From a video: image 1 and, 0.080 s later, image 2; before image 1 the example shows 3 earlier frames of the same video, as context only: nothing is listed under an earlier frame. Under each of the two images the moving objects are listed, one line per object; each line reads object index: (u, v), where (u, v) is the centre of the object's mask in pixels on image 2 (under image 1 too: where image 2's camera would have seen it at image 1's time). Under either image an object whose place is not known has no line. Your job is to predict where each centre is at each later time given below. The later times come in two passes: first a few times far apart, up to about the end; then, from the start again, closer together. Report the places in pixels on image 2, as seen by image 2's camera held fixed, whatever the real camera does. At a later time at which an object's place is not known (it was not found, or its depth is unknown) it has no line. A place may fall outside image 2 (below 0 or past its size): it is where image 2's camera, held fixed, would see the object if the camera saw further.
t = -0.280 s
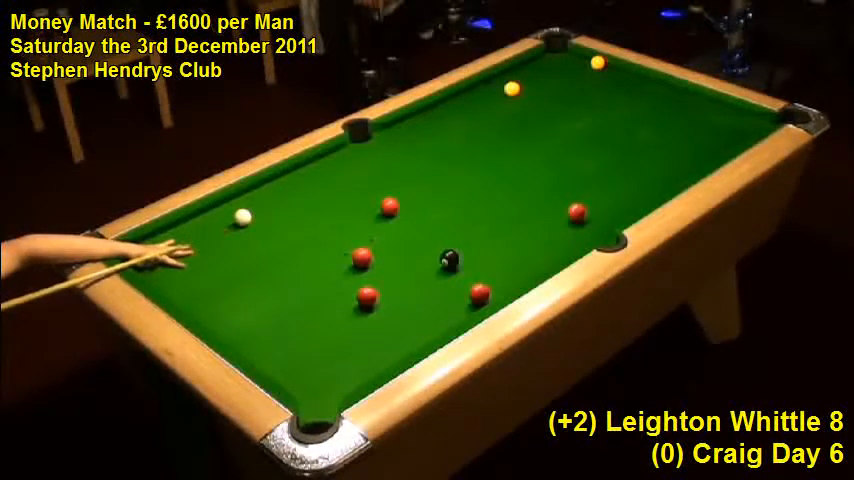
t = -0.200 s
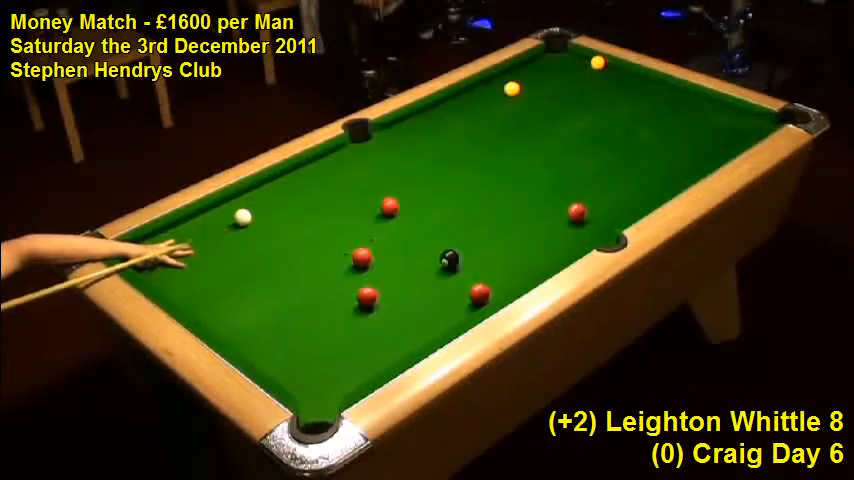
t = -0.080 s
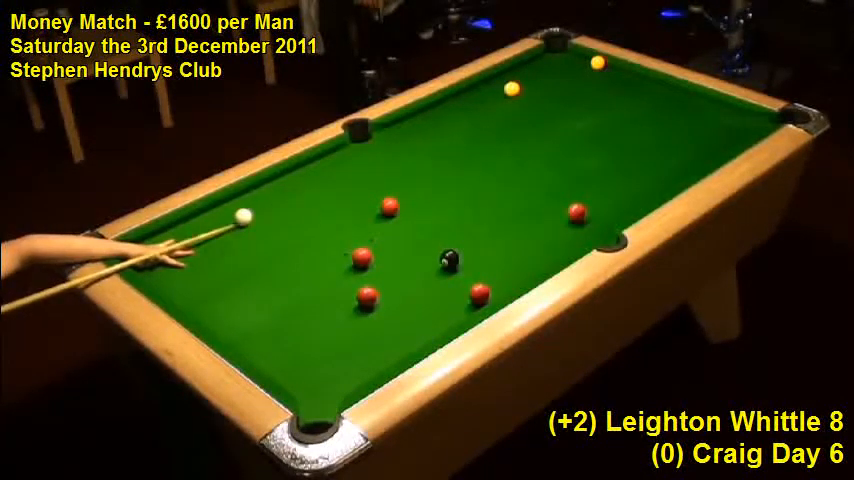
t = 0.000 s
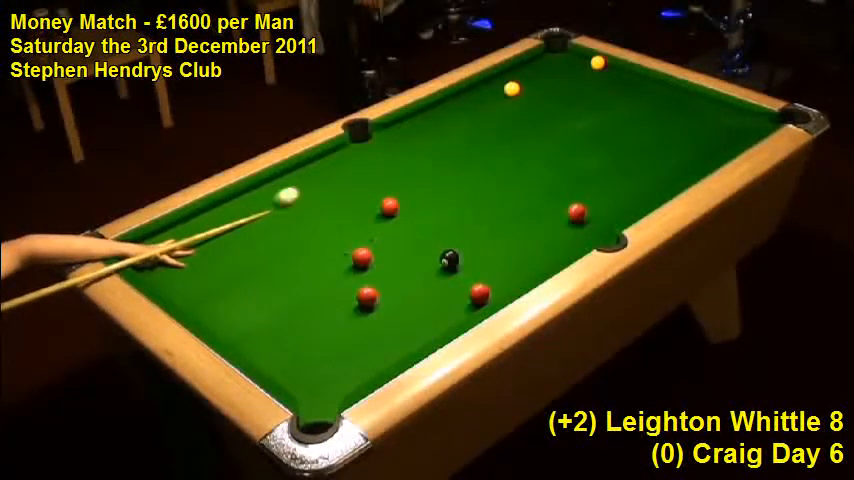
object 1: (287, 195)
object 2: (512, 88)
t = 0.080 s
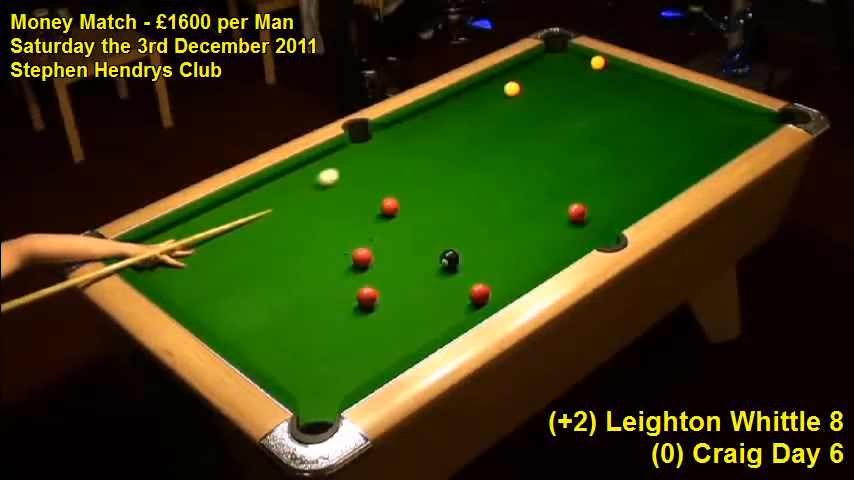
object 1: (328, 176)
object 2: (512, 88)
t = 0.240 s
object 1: (389, 148)
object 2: (512, 88)
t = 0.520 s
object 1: (453, 119)
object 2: (512, 88)
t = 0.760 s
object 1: (496, 98)
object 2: (512, 88)
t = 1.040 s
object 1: (522, 95)
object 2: (526, 76)
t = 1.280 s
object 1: (540, 94)
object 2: (539, 65)
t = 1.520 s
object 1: (556, 94)
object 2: (550, 55)
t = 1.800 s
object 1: (571, 93)
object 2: (560, 46)
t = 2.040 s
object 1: (584, 93)
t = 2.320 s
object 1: (596, 93)
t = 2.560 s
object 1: (604, 92)
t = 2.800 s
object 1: (611, 91)
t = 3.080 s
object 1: (616, 91)
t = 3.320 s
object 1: (620, 90)
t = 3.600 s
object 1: (622, 90)
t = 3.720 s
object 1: (624, 90)
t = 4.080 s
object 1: (624, 90)
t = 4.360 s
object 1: (624, 90)
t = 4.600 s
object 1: (624, 90)
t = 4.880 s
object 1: (624, 90)
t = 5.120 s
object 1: (624, 90)
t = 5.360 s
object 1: (624, 90)
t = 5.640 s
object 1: (624, 90)
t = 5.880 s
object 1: (624, 90)
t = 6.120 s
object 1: (624, 90)
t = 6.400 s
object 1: (623, 90)
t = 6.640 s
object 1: (624, 90)
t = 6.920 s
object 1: (623, 90)
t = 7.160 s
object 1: (623, 90)
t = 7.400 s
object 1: (623, 90)
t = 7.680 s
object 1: (623, 90)
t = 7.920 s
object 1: (623, 90)
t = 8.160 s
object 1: (623, 90)
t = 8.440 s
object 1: (623, 90)
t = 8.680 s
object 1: (623, 90)
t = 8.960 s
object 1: (624, 90)
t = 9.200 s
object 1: (624, 90)
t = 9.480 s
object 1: (624, 90)
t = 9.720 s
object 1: (624, 90)
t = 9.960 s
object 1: (624, 90)
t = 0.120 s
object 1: (345, 168)
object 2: (512, 88)
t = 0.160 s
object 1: (362, 161)
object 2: (512, 88)
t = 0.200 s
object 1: (376, 155)
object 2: (512, 88)
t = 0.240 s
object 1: (389, 148)
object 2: (512, 88)
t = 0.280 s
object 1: (401, 143)
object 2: (512, 88)
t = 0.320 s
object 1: (412, 138)
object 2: (512, 88)
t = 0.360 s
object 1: (421, 133)
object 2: (512, 88)
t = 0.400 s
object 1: (430, 130)
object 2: (512, 88)
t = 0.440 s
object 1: (438, 126)
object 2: (512, 88)
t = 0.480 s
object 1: (446, 122)
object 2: (512, 88)
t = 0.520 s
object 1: (453, 119)
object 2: (512, 88)
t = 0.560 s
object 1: (461, 115)
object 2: (512, 88)
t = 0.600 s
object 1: (468, 111)
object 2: (512, 88)
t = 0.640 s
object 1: (475, 108)
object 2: (512, 88)
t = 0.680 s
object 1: (483, 105)
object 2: (512, 88)
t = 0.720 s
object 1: (490, 102)
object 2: (512, 88)
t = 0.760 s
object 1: (496, 98)
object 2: (512, 88)
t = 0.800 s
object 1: (503, 95)
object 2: (513, 87)
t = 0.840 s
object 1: (507, 95)
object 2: (515, 85)
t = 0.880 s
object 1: (510, 95)
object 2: (518, 83)
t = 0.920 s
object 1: (513, 95)
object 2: (520, 81)
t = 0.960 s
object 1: (516, 95)
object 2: (522, 80)
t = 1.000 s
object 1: (519, 95)
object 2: (524, 78)
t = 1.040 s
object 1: (522, 95)
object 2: (526, 76)
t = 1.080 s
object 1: (525, 94)
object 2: (528, 74)
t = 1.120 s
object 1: (528, 94)
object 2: (530, 72)
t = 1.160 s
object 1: (531, 94)
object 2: (533, 70)
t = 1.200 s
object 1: (534, 95)
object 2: (535, 69)
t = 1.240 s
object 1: (537, 94)
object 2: (536, 67)
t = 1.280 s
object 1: (540, 94)
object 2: (539, 65)
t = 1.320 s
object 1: (542, 94)
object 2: (540, 63)
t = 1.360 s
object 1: (545, 94)
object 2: (543, 62)
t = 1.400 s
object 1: (548, 94)
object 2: (544, 60)
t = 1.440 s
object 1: (550, 94)
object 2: (546, 59)
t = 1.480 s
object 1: (553, 94)
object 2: (548, 57)
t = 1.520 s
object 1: (556, 94)
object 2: (550, 55)
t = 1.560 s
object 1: (558, 94)
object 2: (552, 54)
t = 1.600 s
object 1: (560, 94)
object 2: (553, 52)
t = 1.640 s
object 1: (562, 93)
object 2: (555, 51)
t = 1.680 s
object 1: (565, 93)
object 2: (557, 49)
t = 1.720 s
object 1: (567, 93)
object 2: (558, 48)
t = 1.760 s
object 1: (569, 93)
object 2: (560, 46)
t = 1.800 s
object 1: (571, 93)
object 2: (560, 46)
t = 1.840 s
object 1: (574, 93)
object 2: (558, 46)
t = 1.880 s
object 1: (575, 93)
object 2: (556, 49)
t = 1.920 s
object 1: (578, 93)
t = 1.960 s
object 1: (580, 93)
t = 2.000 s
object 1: (582, 93)
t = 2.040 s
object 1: (584, 93)
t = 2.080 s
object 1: (585, 93)
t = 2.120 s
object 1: (587, 93)
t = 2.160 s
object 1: (589, 93)
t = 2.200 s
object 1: (590, 93)
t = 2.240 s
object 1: (592, 93)
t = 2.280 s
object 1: (594, 92)
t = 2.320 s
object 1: (596, 93)
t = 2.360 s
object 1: (597, 92)
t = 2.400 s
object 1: (599, 92)
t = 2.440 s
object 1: (600, 92)
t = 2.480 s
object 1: (602, 92)
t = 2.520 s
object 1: (603, 92)
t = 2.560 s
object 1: (604, 92)
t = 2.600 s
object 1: (605, 92)
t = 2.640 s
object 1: (606, 92)
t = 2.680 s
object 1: (608, 91)
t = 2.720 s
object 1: (608, 91)
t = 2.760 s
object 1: (610, 91)
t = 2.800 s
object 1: (611, 91)
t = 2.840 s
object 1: (612, 91)
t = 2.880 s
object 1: (613, 91)
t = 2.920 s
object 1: (614, 91)
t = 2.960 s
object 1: (614, 91)
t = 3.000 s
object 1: (615, 91)
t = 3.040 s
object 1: (616, 91)
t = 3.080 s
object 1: (616, 91)
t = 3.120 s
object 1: (617, 91)
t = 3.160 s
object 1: (618, 91)
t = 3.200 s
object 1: (618, 91)
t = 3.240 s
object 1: (619, 90)
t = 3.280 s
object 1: (620, 90)
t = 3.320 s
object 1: (620, 90)
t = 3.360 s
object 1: (620, 90)
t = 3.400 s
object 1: (621, 90)
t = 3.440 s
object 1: (621, 90)
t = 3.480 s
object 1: (622, 90)
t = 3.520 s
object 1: (622, 90)
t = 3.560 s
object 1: (622, 90)
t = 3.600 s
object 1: (622, 90)
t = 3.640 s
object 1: (623, 90)
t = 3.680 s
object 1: (623, 90)
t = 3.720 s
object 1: (624, 90)
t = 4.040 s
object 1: (623, 90)
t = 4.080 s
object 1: (624, 90)
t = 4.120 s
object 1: (624, 90)
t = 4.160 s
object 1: (624, 90)
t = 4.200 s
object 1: (624, 90)
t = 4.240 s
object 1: (624, 90)
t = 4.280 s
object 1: (624, 90)
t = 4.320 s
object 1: (624, 90)
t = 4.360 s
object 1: (624, 90)
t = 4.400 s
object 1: (624, 90)
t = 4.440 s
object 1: (624, 90)
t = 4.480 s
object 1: (624, 90)
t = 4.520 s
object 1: (624, 90)
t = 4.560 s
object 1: (624, 90)
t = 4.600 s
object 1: (624, 90)
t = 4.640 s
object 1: (624, 90)
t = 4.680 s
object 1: (624, 90)
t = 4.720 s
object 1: (624, 90)
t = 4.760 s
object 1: (624, 90)
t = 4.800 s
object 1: (624, 90)
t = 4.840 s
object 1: (624, 90)
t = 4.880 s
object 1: (624, 90)
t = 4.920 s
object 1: (624, 90)
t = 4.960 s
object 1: (623, 90)
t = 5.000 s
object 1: (624, 90)
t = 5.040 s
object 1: (624, 90)
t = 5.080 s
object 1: (624, 90)
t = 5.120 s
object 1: (624, 90)
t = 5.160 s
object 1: (624, 90)
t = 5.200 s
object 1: (624, 90)
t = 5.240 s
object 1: (624, 90)
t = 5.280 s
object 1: (624, 90)
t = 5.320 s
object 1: (624, 90)
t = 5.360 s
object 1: (624, 90)
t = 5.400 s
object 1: (624, 90)
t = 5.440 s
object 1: (624, 90)
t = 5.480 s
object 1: (624, 90)
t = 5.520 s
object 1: (624, 90)
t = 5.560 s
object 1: (624, 90)
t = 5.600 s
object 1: (624, 90)
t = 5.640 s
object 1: (624, 90)
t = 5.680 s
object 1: (624, 90)
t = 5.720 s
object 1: (624, 90)
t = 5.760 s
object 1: (624, 90)
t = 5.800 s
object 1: (624, 90)
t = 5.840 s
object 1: (624, 90)
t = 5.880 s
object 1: (624, 90)
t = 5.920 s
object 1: (624, 90)
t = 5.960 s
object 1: (624, 90)
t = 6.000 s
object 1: (624, 90)
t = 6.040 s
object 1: (624, 90)
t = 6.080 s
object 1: (624, 90)
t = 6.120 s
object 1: (624, 90)
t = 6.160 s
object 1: (624, 90)
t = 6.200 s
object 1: (624, 90)
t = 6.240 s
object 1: (624, 90)
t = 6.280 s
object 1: (624, 90)
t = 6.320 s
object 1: (624, 90)
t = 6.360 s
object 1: (624, 90)
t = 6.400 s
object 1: (623, 90)
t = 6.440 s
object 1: (623, 90)
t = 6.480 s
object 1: (623, 90)
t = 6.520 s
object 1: (624, 90)
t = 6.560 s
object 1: (623, 90)
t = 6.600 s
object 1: (624, 90)
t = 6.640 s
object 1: (624, 90)
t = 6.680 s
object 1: (623, 90)
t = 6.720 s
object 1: (623, 90)
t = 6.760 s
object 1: (623, 90)
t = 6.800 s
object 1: (624, 90)
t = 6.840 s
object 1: (623, 90)
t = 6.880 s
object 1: (623, 90)
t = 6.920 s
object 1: (623, 90)
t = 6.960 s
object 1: (623, 90)
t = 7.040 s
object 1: (623, 90)
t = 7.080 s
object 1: (623, 90)
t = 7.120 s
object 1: (623, 90)
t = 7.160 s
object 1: (623, 90)
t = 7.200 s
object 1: (623, 90)
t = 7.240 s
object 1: (623, 90)
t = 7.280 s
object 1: (623, 90)
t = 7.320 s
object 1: (623, 90)
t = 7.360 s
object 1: (623, 90)
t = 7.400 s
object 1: (623, 90)
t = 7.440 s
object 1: (623, 90)
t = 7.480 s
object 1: (623, 90)
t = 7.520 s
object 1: (623, 90)
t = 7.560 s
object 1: (623, 90)
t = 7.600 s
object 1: (623, 90)
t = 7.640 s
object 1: (623, 90)
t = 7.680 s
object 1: (623, 90)
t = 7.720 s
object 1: (623, 90)
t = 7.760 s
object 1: (623, 90)
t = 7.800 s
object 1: (623, 90)
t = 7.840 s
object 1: (623, 90)
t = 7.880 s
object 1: (623, 90)
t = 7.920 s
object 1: (623, 90)
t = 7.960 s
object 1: (623, 90)
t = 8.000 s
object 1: (623, 90)
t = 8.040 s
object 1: (623, 90)
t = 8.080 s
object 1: (623, 90)
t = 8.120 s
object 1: (623, 90)
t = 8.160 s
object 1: (623, 90)
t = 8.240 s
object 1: (623, 90)
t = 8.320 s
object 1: (623, 90)
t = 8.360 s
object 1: (623, 90)
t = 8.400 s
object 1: (623, 90)
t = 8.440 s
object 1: (623, 90)
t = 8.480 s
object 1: (623, 90)
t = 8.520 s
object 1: (623, 90)
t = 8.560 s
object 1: (623, 90)
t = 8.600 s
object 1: (623, 90)
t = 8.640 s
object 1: (623, 90)
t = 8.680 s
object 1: (623, 90)
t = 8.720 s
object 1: (623, 90)
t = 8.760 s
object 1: (623, 90)
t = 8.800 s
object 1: (623, 90)
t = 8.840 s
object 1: (623, 90)
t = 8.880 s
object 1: (624, 90)
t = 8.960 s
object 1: (624, 90)
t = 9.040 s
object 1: (624, 90)
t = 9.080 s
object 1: (624, 90)
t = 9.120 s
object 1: (624, 90)
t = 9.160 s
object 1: (624, 90)
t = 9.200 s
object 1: (624, 90)
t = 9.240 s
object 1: (624, 90)
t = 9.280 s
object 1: (624, 90)
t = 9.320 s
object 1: (624, 90)
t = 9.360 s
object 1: (624, 90)
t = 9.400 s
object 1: (624, 90)
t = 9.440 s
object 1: (624, 90)
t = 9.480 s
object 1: (624, 90)
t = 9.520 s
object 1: (624, 90)
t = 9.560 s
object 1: (624, 90)
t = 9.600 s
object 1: (624, 90)
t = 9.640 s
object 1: (624, 90)
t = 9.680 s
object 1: (624, 90)
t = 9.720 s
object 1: (624, 90)
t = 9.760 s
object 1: (624, 90)
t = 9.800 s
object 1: (624, 90)
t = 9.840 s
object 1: (624, 90)
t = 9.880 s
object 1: (624, 90)
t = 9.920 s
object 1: (624, 90)
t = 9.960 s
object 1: (624, 90)
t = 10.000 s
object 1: (624, 90)
